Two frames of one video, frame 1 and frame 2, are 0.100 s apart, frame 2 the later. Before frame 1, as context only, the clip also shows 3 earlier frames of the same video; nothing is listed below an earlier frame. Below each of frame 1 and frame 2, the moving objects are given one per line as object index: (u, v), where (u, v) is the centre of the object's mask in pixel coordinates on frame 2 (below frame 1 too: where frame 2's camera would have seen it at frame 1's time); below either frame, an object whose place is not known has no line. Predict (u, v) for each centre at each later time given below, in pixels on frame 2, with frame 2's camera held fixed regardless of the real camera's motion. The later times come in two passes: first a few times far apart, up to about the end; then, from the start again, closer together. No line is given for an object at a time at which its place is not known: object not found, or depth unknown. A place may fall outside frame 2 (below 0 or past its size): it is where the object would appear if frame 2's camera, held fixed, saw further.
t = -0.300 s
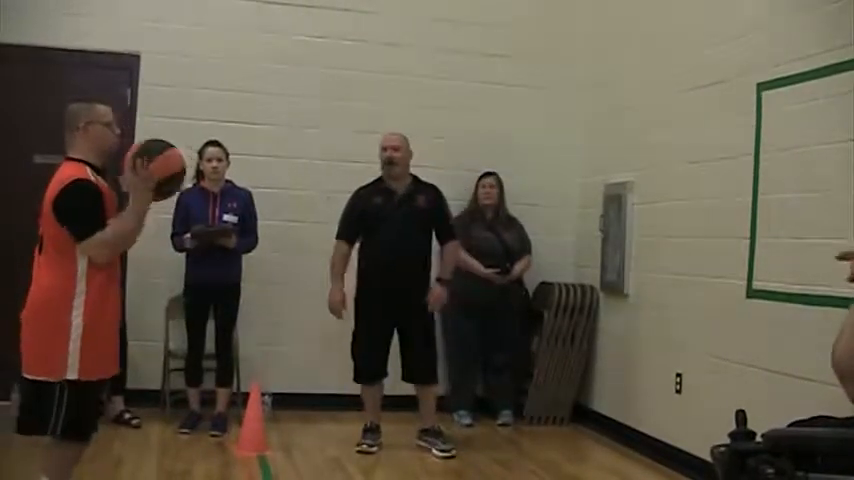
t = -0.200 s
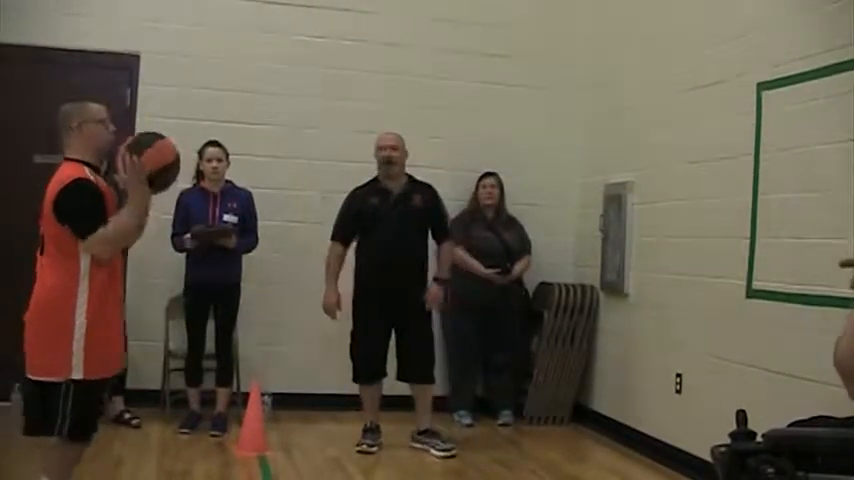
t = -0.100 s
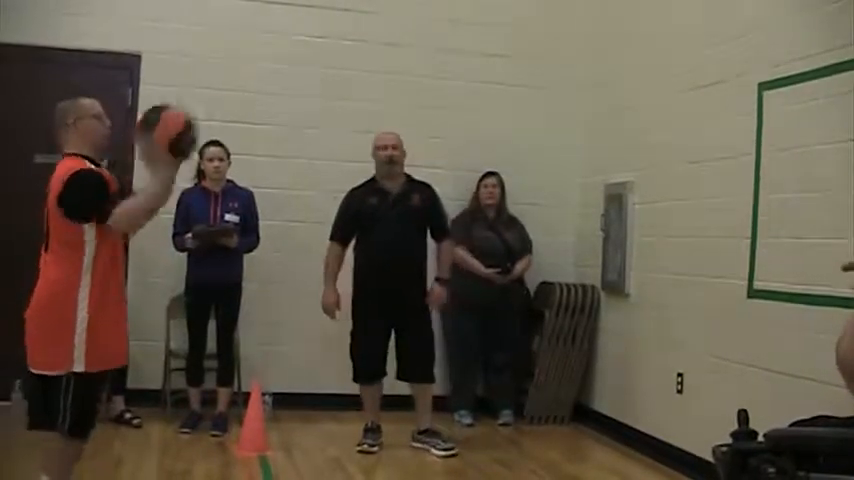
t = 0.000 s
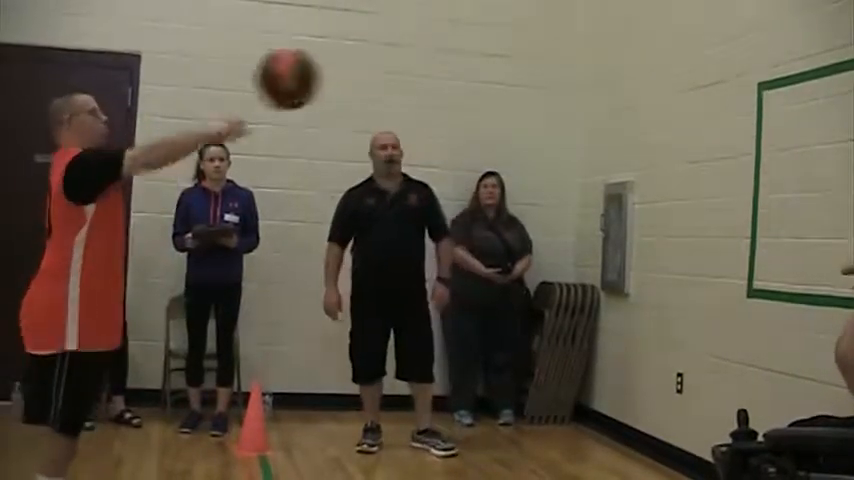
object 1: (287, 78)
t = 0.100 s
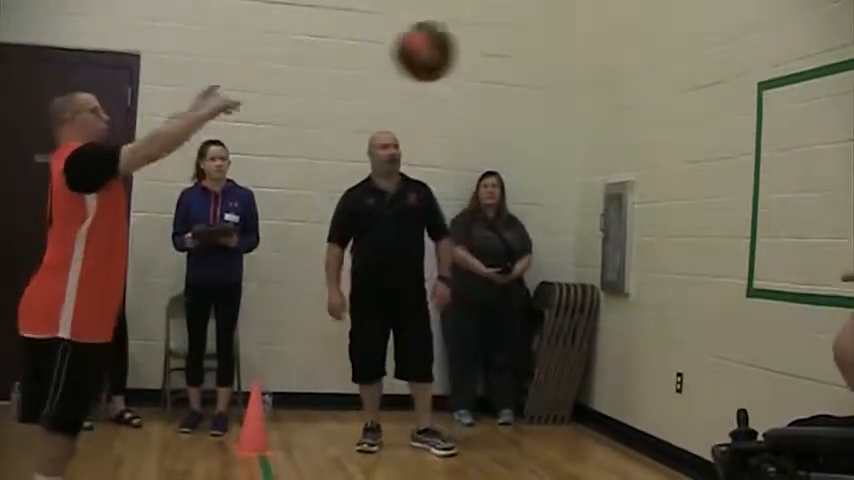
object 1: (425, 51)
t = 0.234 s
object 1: (592, 58)
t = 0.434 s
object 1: (813, 143)
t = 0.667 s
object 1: (600, 284)
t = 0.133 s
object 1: (468, 48)
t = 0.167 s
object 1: (511, 48)
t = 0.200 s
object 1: (552, 52)
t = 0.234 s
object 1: (592, 58)
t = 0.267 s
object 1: (633, 65)
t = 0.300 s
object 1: (671, 76)
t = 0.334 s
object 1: (707, 89)
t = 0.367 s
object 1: (743, 104)
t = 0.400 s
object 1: (778, 123)
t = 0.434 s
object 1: (813, 143)
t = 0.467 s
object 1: (791, 154)
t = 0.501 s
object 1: (763, 167)
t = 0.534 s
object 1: (731, 185)
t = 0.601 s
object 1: (670, 227)
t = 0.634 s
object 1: (636, 254)
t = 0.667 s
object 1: (600, 284)
